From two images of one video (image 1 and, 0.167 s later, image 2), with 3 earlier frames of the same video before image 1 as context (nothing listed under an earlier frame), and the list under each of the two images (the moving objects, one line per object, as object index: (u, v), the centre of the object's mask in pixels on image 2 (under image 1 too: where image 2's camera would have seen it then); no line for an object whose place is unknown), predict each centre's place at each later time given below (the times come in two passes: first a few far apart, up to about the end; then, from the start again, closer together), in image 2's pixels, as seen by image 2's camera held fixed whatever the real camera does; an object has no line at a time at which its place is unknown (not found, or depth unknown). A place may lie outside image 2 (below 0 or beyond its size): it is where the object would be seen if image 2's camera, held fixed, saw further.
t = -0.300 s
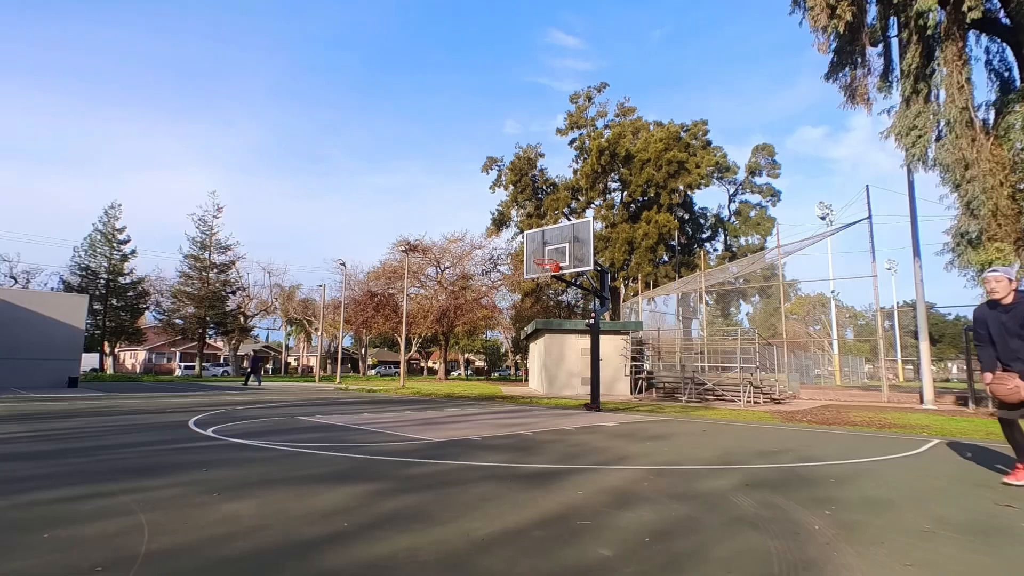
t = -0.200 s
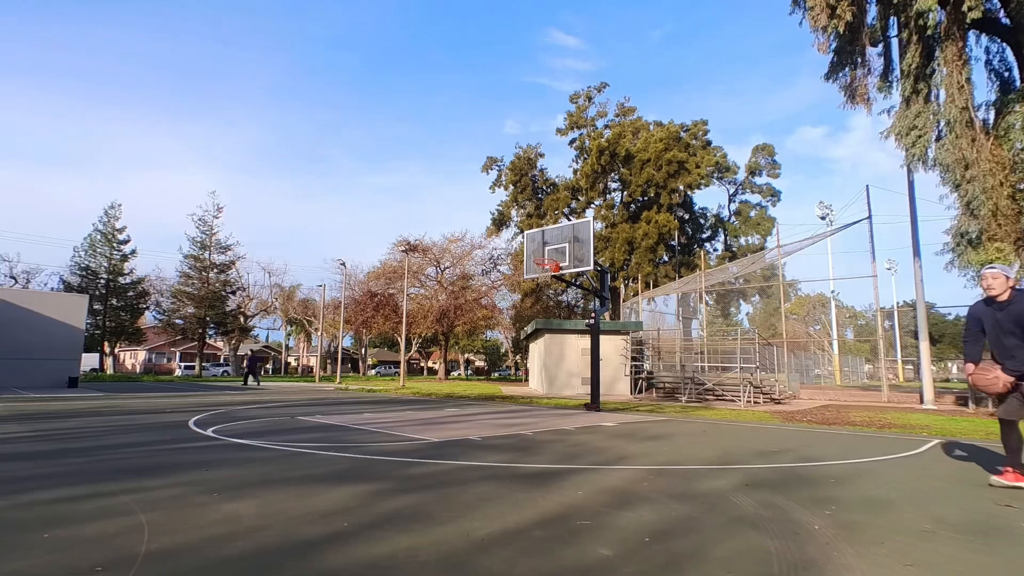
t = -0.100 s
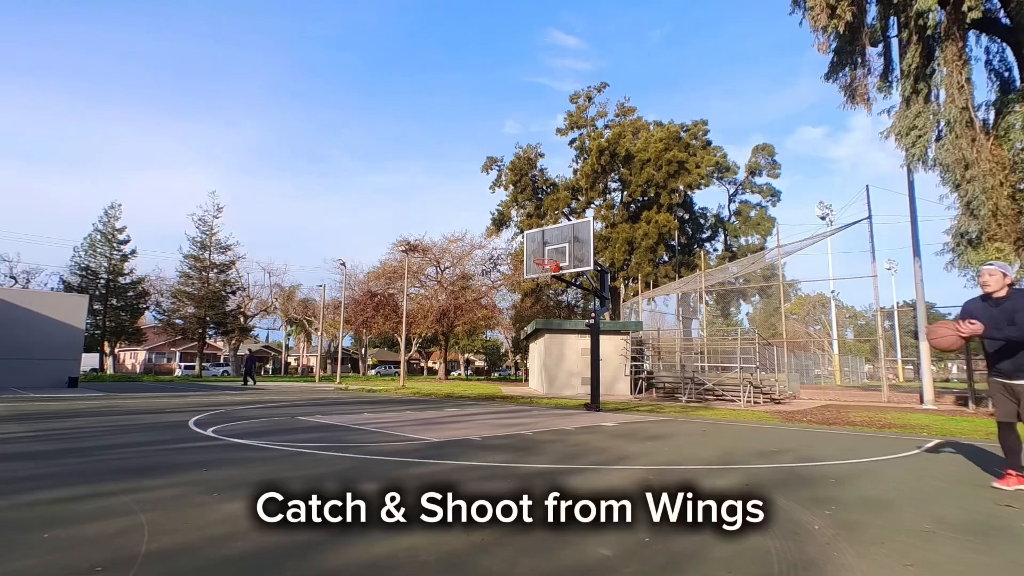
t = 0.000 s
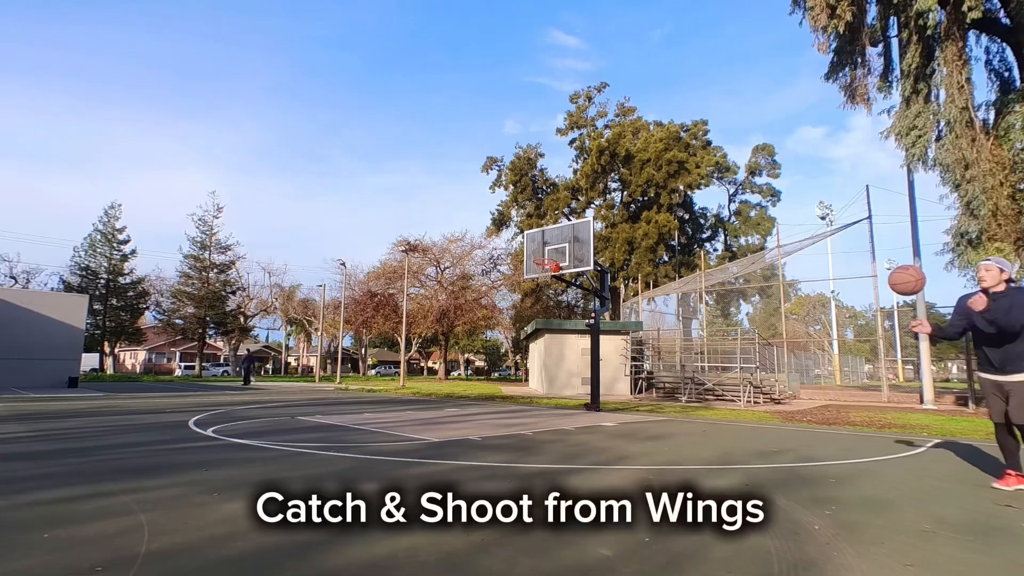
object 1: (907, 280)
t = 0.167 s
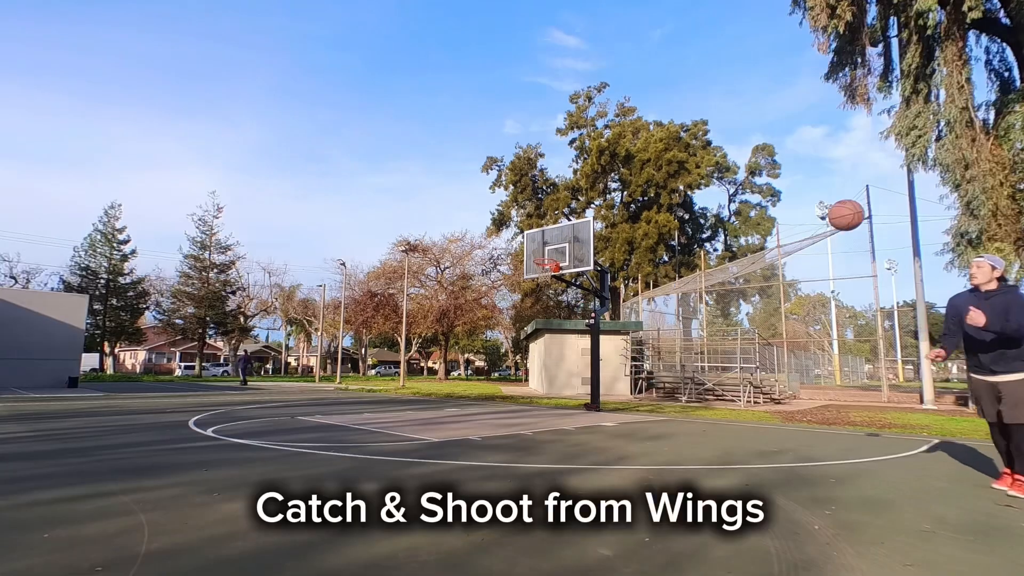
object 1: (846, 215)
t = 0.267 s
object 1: (811, 193)
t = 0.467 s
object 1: (742, 183)
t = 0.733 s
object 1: (647, 252)
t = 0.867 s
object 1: (596, 325)
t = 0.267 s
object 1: (811, 193)
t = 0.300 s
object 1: (799, 188)
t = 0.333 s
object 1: (788, 184)
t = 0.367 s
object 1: (776, 182)
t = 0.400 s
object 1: (765, 181)
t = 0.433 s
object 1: (754, 181)
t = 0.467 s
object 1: (742, 183)
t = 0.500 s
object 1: (731, 187)
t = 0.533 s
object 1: (719, 191)
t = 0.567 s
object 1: (707, 198)
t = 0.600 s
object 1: (695, 205)
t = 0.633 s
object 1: (683, 214)
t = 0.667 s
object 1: (672, 225)
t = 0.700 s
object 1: (660, 238)
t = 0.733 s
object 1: (647, 252)
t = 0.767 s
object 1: (635, 267)
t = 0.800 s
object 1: (622, 285)
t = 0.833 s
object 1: (609, 304)
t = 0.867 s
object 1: (596, 325)
